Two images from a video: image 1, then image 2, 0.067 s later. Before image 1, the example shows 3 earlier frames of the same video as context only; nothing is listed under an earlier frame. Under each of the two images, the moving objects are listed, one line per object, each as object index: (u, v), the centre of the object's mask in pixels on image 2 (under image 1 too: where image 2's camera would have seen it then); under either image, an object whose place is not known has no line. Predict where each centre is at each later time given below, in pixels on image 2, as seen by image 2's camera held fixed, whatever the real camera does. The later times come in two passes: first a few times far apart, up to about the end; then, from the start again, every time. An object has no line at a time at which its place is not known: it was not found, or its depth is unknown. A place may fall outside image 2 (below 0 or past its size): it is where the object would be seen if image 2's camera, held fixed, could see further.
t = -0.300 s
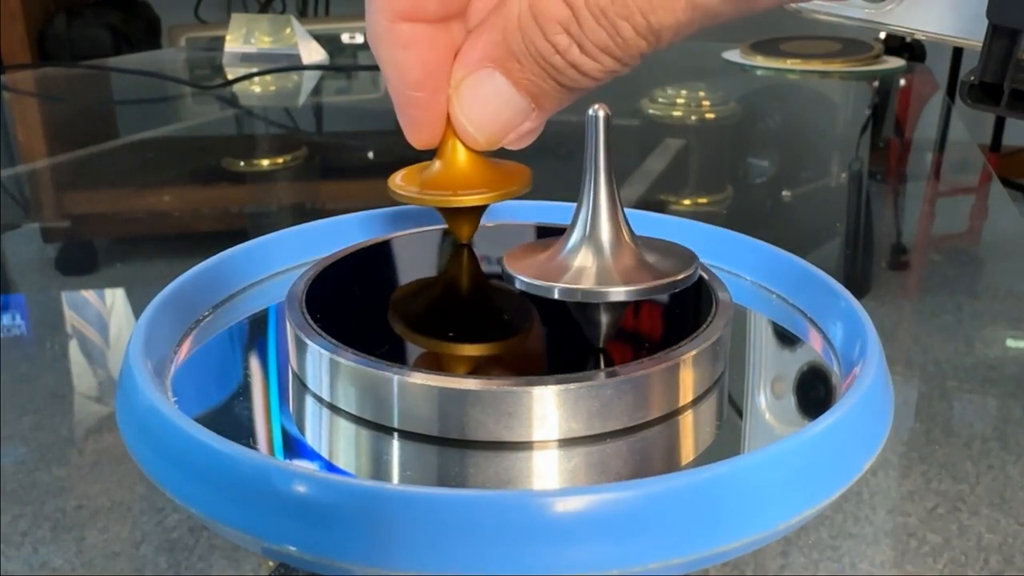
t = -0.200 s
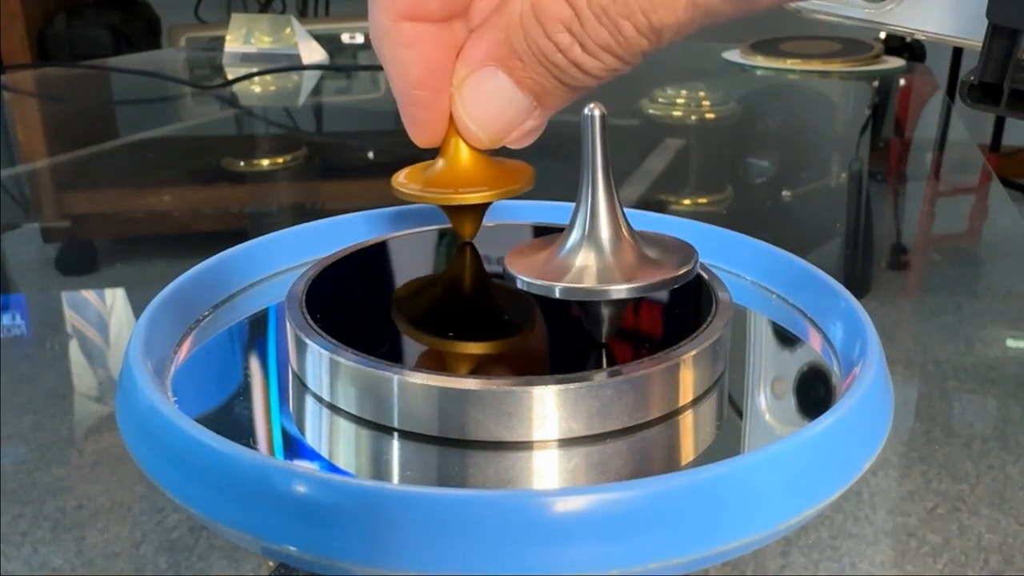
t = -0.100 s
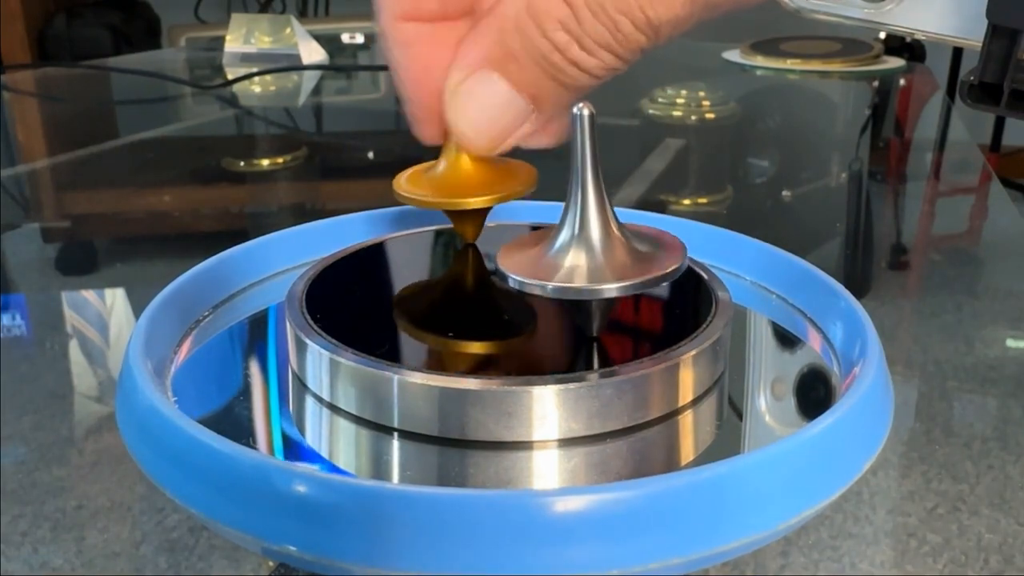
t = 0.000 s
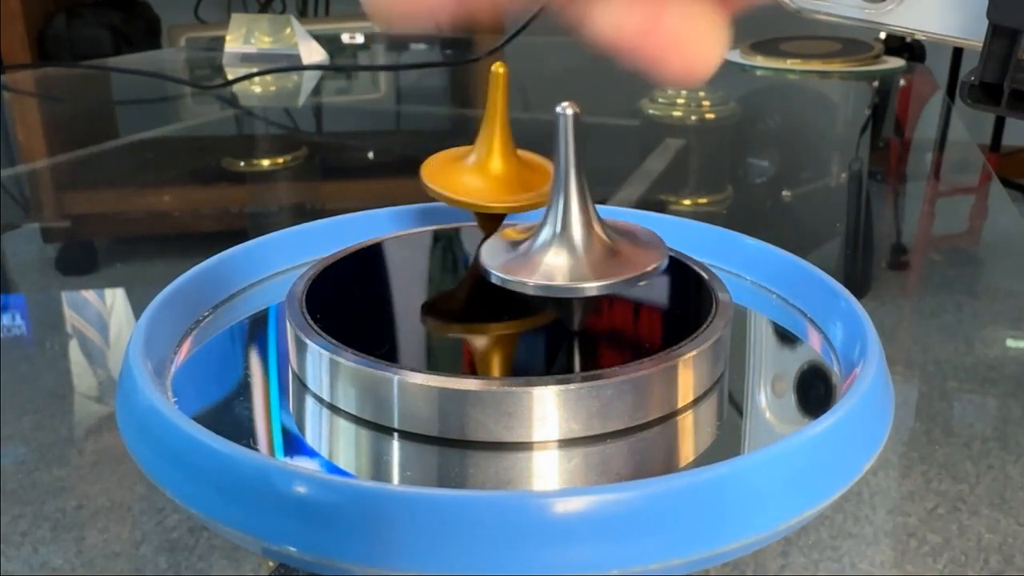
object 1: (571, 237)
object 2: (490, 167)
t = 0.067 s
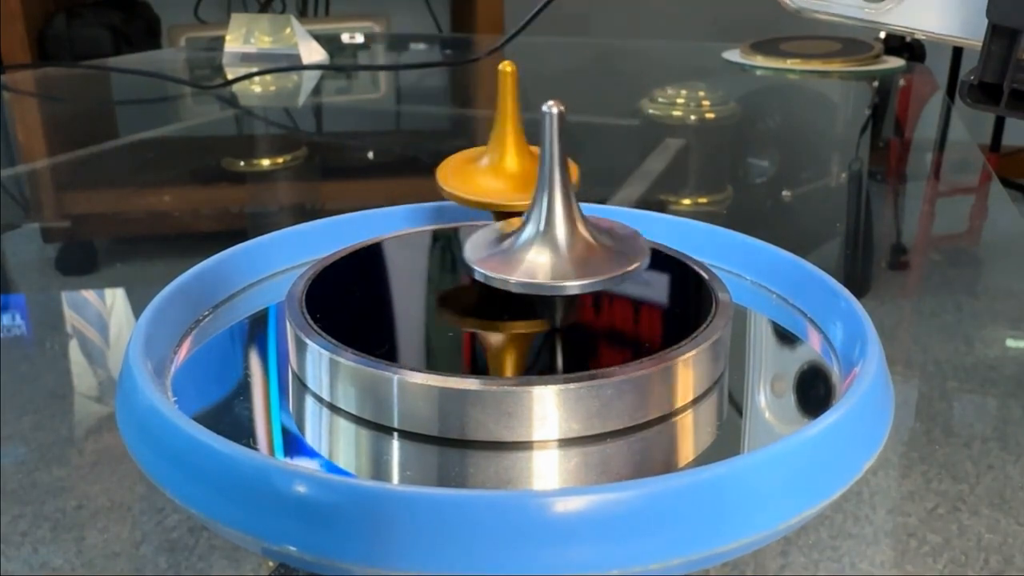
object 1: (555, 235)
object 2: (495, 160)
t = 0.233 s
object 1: (512, 234)
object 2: (557, 164)
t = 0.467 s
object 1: (481, 239)
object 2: (526, 174)
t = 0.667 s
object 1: (499, 238)
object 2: (432, 181)
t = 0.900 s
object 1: (514, 227)
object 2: (424, 182)
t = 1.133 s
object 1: (519, 217)
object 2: (431, 174)
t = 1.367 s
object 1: (538, 213)
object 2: (443, 177)
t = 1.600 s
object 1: (566, 209)
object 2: (448, 183)
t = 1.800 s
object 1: (578, 205)
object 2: (438, 186)
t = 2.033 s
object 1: (583, 202)
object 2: (421, 194)
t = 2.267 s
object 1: (581, 203)
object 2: (409, 209)
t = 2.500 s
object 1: (581, 208)
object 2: (405, 224)
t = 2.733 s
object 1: (590, 213)
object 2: (417, 239)
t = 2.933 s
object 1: (601, 214)
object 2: (437, 249)
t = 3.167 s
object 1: (596, 211)
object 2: (459, 255)
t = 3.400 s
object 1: (577, 206)
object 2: (467, 258)
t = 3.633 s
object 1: (558, 201)
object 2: (469, 258)
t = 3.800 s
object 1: (547, 196)
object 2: (471, 259)
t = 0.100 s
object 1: (546, 235)
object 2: (497, 158)
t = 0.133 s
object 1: (537, 234)
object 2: (518, 162)
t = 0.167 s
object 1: (528, 233)
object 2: (543, 162)
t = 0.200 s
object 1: (519, 234)
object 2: (545, 179)
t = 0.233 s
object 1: (512, 234)
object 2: (557, 164)
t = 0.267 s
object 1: (504, 234)
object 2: (554, 166)
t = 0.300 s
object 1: (498, 234)
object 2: (550, 169)
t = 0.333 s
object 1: (493, 235)
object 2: (545, 171)
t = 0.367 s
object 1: (488, 234)
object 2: (540, 172)
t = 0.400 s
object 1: (484, 238)
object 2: (536, 172)
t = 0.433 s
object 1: (482, 238)
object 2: (532, 173)
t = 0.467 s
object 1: (481, 239)
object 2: (526, 174)
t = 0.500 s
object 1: (481, 239)
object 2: (520, 179)
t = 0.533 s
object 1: (482, 239)
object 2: (456, 174)
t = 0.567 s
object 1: (485, 240)
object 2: (448, 172)
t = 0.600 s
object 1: (490, 239)
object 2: (443, 175)
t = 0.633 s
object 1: (495, 239)
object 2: (437, 178)
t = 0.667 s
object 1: (499, 238)
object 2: (432, 181)
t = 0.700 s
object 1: (503, 237)
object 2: (428, 183)
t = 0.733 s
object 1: (507, 236)
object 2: (425, 185)
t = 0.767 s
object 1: (510, 235)
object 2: (423, 186)
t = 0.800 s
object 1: (513, 233)
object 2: (422, 186)
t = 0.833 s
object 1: (514, 231)
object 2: (422, 185)
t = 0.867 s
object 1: (515, 229)
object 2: (423, 184)
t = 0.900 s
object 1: (514, 227)
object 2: (424, 182)
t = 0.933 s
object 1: (513, 226)
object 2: (425, 180)
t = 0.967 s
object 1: (515, 224)
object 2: (426, 178)
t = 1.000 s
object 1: (518, 222)
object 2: (426, 178)
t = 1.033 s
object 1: (517, 219)
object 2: (427, 176)
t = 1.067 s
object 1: (516, 219)
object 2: (428, 175)
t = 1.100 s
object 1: (517, 219)
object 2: (428, 175)
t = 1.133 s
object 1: (519, 217)
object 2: (431, 174)
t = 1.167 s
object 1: (520, 217)
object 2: (431, 174)
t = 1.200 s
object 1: (521, 216)
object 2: (433, 173)
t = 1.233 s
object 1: (524, 215)
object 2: (436, 173)
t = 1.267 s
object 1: (528, 215)
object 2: (438, 174)
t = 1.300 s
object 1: (531, 214)
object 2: (440, 175)
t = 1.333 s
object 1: (535, 214)
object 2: (442, 176)
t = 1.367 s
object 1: (538, 213)
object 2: (443, 177)
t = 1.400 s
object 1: (542, 213)
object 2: (445, 179)
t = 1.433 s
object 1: (546, 212)
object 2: (447, 179)
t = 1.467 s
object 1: (551, 211)
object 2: (447, 180)
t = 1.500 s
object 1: (554, 211)
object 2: (448, 181)
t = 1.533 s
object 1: (559, 210)
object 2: (449, 182)
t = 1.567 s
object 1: (563, 210)
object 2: (449, 182)
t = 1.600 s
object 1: (566, 209)
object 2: (448, 183)
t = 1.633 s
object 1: (569, 208)
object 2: (447, 183)
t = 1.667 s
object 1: (571, 208)
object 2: (446, 183)
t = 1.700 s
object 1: (573, 207)
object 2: (444, 184)
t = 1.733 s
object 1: (575, 207)
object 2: (442, 185)
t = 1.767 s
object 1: (577, 206)
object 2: (440, 185)
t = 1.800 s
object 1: (578, 205)
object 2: (438, 186)
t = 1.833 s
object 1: (580, 205)
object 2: (435, 187)
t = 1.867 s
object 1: (581, 203)
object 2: (433, 188)
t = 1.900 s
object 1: (581, 203)
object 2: (431, 189)
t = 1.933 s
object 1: (582, 202)
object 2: (428, 190)
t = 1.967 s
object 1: (583, 202)
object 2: (425, 191)
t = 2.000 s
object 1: (583, 202)
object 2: (423, 193)
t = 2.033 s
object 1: (583, 202)
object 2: (421, 194)
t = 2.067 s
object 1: (582, 202)
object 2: (419, 197)
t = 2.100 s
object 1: (582, 202)
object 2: (417, 198)
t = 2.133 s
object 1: (582, 202)
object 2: (415, 200)
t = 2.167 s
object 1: (582, 202)
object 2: (413, 202)
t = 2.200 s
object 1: (582, 203)
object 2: (411, 204)
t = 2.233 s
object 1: (582, 203)
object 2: (410, 206)
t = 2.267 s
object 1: (581, 203)
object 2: (409, 209)
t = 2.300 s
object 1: (581, 204)
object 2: (408, 211)
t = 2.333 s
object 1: (580, 204)
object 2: (407, 212)
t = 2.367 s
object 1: (580, 206)
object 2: (406, 215)
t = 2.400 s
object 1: (580, 206)
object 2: (405, 217)
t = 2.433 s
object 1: (580, 207)
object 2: (405, 219)
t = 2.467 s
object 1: (580, 208)
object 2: (405, 222)
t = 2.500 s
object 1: (581, 208)
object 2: (405, 224)
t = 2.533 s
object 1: (581, 209)
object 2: (405, 226)
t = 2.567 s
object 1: (582, 210)
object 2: (406, 228)
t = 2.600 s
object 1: (583, 211)
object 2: (408, 231)
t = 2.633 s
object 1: (585, 212)
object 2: (410, 233)
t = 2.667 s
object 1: (586, 212)
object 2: (411, 235)
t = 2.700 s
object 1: (588, 213)
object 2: (414, 237)
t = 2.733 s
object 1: (590, 213)
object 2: (417, 239)
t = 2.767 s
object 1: (592, 214)
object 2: (421, 241)
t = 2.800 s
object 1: (594, 214)
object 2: (424, 242)
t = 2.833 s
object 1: (596, 214)
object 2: (427, 244)
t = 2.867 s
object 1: (598, 214)
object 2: (431, 246)
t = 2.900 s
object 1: (599, 214)
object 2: (433, 248)
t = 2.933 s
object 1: (601, 214)
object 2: (437, 249)
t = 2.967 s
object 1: (601, 214)
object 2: (441, 250)
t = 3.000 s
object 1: (601, 214)
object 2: (445, 251)
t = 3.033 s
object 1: (601, 213)
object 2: (448, 252)
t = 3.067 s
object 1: (600, 213)
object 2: (452, 253)
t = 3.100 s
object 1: (600, 212)
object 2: (455, 254)
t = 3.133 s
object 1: (598, 211)
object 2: (457, 255)
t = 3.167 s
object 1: (596, 211)
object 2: (459, 255)
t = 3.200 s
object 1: (594, 210)
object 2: (461, 256)
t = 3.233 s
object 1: (591, 209)
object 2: (463, 256)
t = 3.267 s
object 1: (589, 209)
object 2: (465, 257)
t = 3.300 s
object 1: (586, 208)
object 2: (466, 257)
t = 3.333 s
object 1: (583, 207)
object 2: (466, 257)
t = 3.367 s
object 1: (581, 207)
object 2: (466, 258)
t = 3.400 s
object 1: (577, 206)
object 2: (467, 258)
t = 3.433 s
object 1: (575, 206)
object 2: (468, 257)
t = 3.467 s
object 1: (572, 205)
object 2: (468, 258)
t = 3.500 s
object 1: (569, 204)
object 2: (468, 258)
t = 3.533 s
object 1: (566, 203)
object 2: (468, 258)
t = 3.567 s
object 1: (563, 202)
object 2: (468, 258)
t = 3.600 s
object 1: (561, 202)
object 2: (469, 258)
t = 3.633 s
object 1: (558, 201)
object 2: (469, 258)
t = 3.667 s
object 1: (556, 200)
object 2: (469, 259)
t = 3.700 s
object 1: (553, 199)
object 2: (469, 259)
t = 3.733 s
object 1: (551, 198)
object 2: (470, 259)
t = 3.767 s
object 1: (549, 197)
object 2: (470, 259)
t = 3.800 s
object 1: (547, 196)
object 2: (471, 259)
